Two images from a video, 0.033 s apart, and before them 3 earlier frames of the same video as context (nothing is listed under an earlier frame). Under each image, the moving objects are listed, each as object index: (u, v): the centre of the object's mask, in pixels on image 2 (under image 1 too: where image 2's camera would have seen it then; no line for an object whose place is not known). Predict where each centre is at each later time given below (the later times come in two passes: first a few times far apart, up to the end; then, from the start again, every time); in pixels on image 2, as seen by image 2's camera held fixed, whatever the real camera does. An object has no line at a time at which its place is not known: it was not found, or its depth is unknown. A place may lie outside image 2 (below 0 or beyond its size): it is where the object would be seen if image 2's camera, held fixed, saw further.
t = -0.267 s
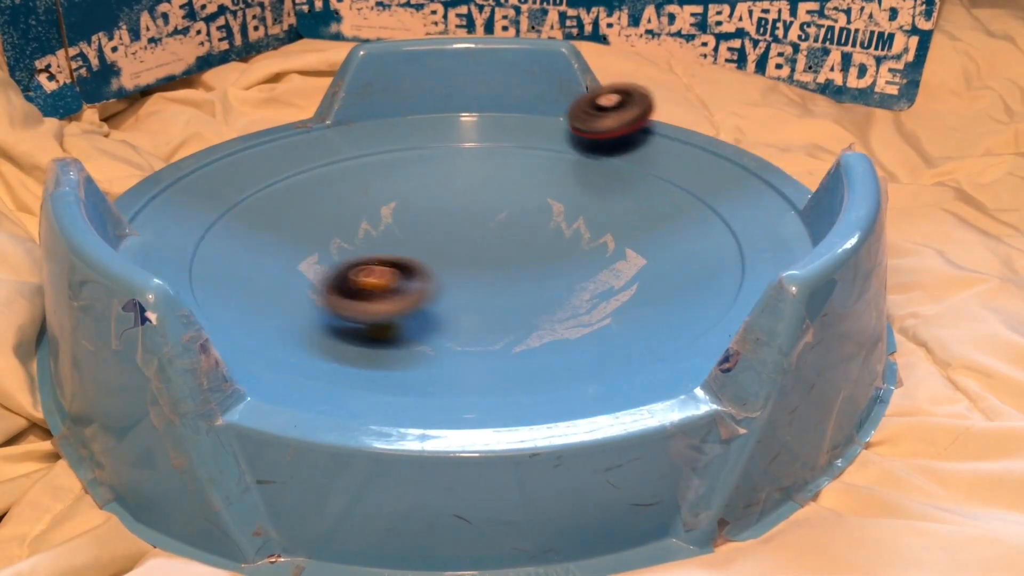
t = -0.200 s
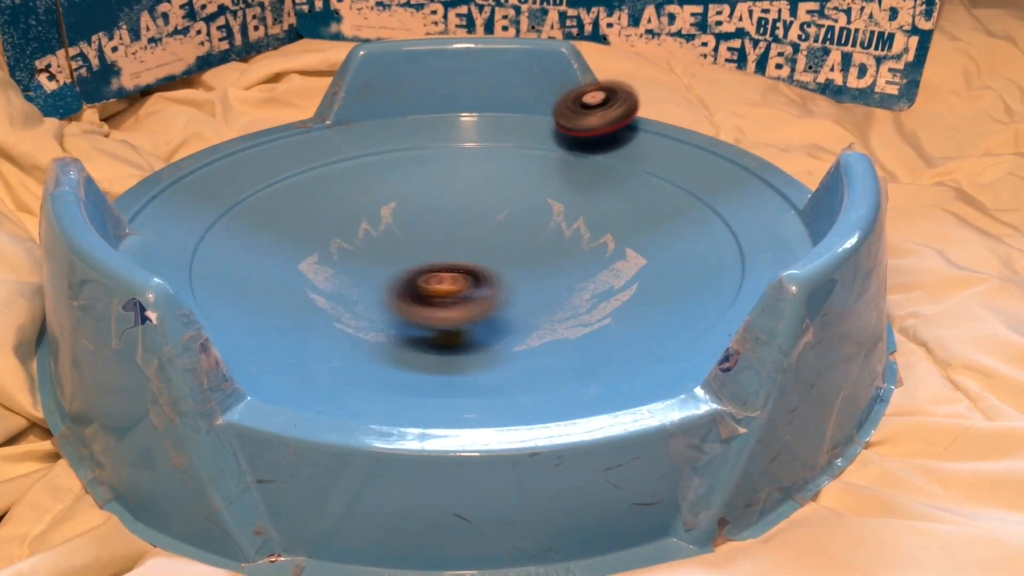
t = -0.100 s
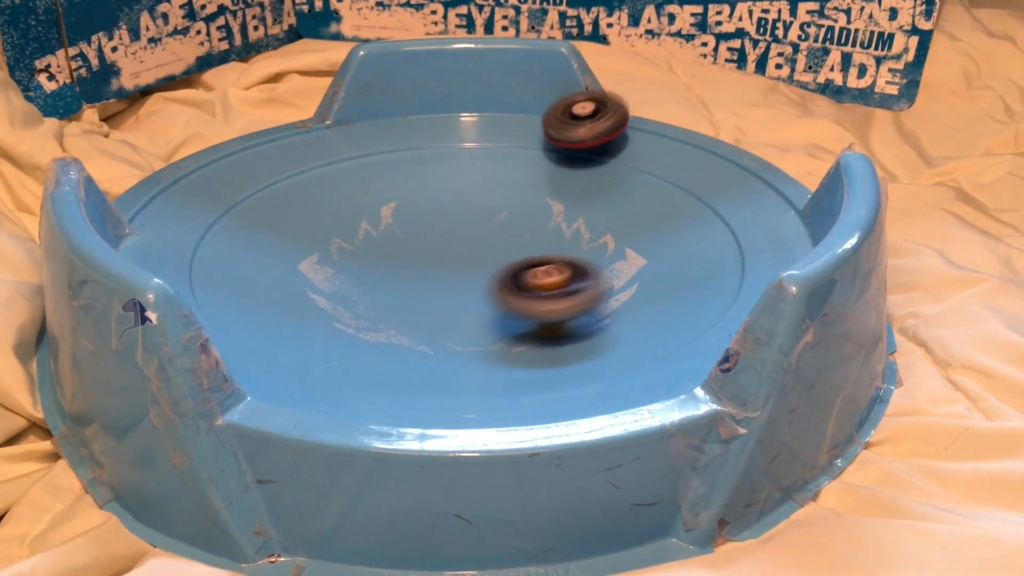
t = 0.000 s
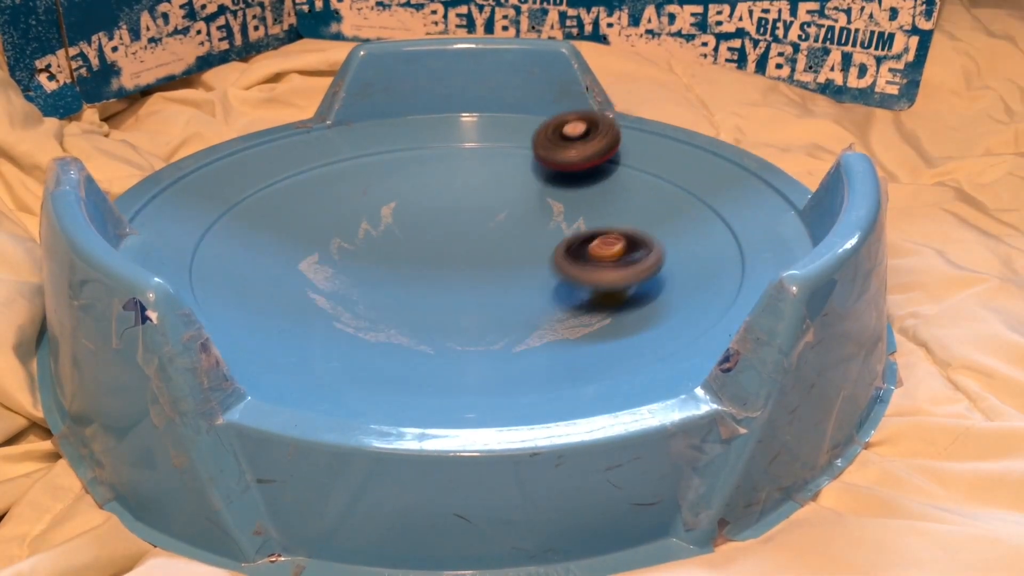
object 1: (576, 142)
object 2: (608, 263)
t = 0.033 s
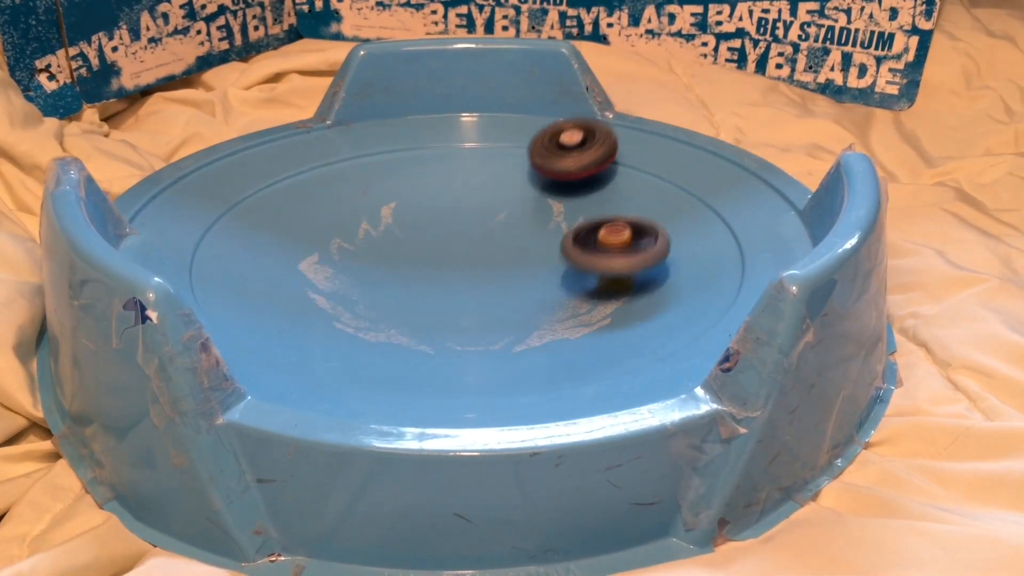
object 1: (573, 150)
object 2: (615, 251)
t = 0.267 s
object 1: (466, 101)
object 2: (637, 302)
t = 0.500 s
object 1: (396, 162)
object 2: (594, 302)
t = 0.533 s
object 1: (394, 172)
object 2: (588, 295)
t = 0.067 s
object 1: (570, 160)
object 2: (616, 239)
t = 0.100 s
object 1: (565, 171)
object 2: (610, 228)
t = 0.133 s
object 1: (551, 169)
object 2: (613, 236)
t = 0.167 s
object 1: (526, 147)
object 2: (626, 258)
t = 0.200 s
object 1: (505, 128)
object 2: (633, 276)
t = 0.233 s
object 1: (485, 106)
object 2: (637, 291)
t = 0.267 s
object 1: (466, 101)
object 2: (637, 302)
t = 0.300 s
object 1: (450, 112)
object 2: (637, 309)
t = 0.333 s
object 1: (437, 116)
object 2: (636, 316)
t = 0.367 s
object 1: (424, 124)
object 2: (629, 316)
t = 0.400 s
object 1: (415, 134)
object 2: (618, 315)
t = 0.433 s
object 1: (407, 142)
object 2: (610, 312)
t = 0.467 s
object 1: (400, 151)
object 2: (601, 307)
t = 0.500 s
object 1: (396, 162)
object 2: (594, 302)
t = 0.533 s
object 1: (394, 172)
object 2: (588, 295)
